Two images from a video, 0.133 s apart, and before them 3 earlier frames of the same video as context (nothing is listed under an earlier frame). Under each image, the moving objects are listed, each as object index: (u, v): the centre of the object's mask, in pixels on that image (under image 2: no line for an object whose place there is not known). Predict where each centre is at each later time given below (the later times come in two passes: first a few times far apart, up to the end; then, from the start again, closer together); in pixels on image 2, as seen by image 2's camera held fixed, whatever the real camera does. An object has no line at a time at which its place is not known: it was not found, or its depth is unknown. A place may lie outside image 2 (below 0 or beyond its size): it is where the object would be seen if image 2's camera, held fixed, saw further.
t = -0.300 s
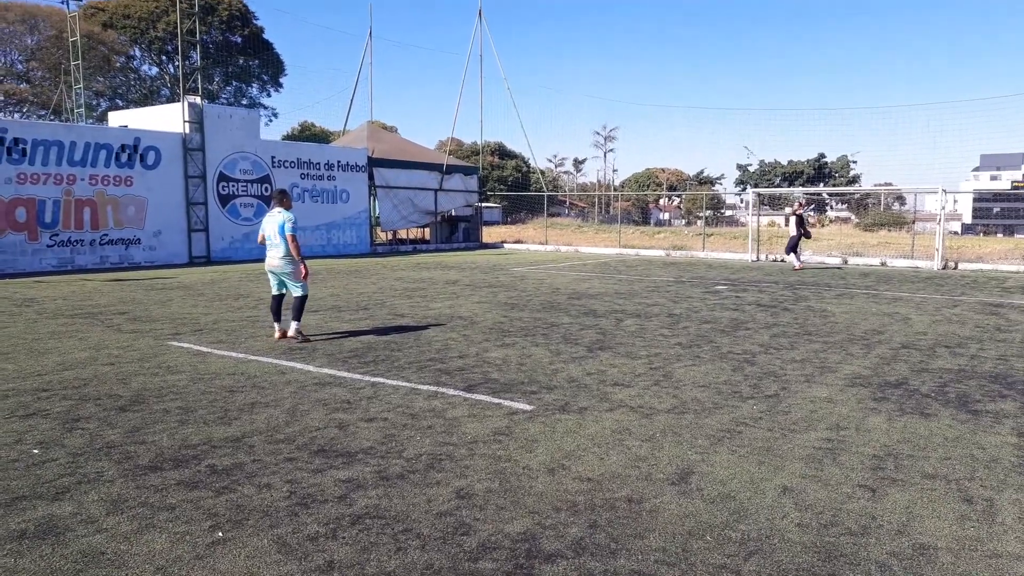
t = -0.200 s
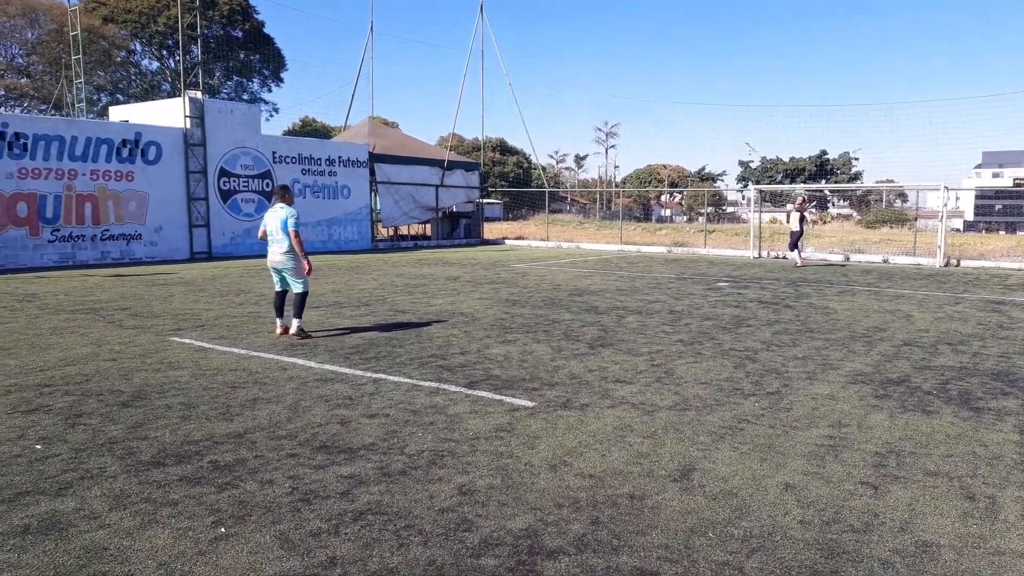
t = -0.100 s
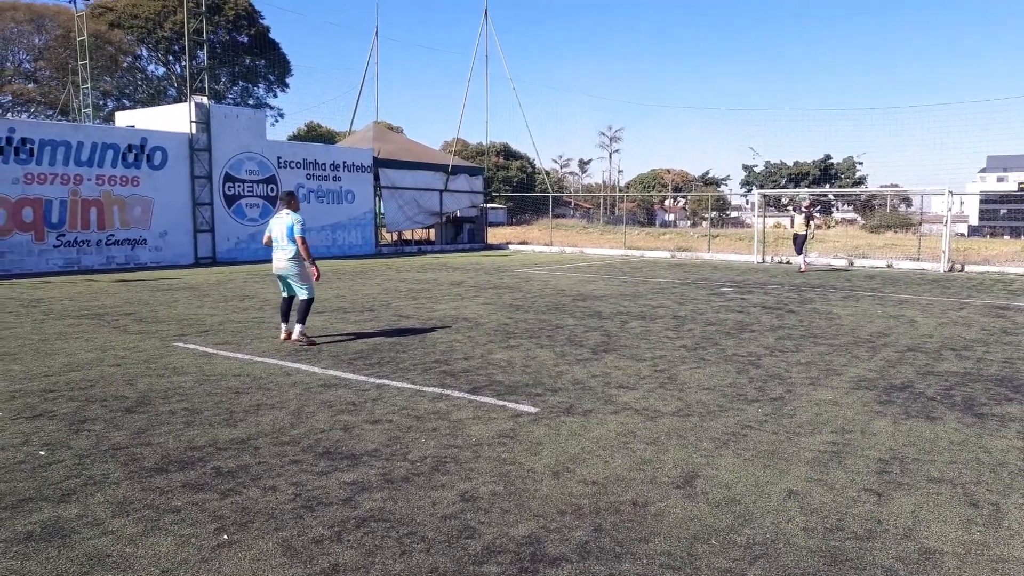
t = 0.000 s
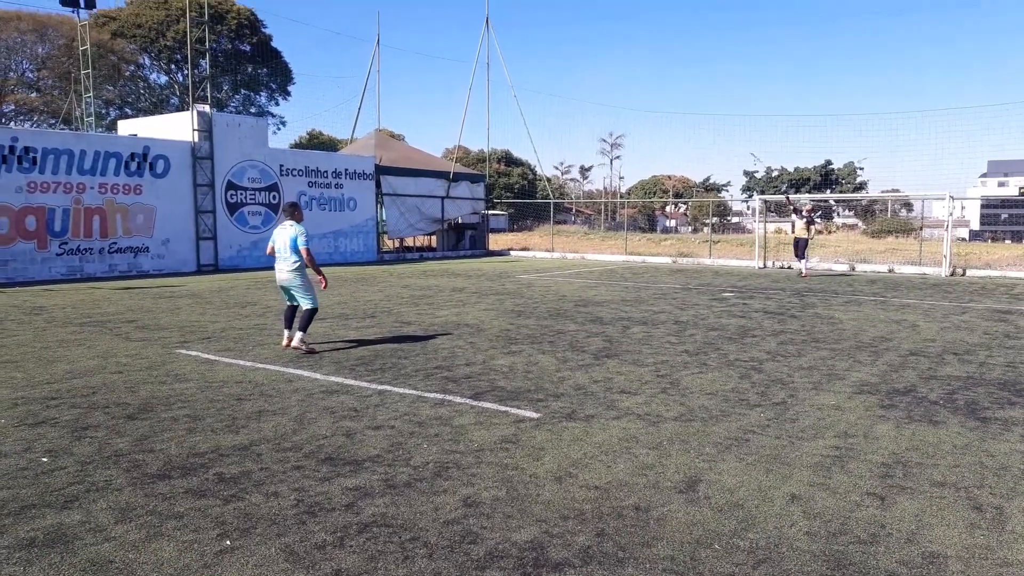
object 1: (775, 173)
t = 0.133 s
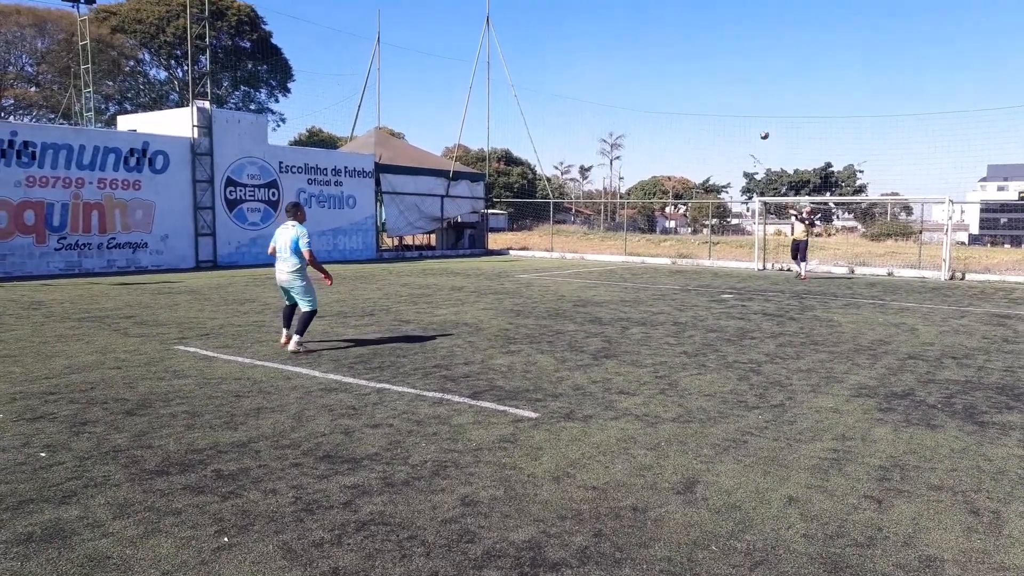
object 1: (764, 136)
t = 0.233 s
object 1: (754, 106)
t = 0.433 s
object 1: (732, 54)
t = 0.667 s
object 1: (701, 4)
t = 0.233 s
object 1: (754, 106)
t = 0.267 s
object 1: (751, 97)
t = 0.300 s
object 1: (747, 87)
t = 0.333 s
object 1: (744, 79)
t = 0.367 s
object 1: (740, 71)
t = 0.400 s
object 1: (735, 62)
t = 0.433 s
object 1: (732, 54)
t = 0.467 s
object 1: (727, 47)
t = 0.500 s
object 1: (722, 39)
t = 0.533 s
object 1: (718, 31)
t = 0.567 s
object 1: (714, 25)
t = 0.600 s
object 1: (710, 18)
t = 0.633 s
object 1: (706, 12)
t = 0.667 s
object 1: (701, 4)
